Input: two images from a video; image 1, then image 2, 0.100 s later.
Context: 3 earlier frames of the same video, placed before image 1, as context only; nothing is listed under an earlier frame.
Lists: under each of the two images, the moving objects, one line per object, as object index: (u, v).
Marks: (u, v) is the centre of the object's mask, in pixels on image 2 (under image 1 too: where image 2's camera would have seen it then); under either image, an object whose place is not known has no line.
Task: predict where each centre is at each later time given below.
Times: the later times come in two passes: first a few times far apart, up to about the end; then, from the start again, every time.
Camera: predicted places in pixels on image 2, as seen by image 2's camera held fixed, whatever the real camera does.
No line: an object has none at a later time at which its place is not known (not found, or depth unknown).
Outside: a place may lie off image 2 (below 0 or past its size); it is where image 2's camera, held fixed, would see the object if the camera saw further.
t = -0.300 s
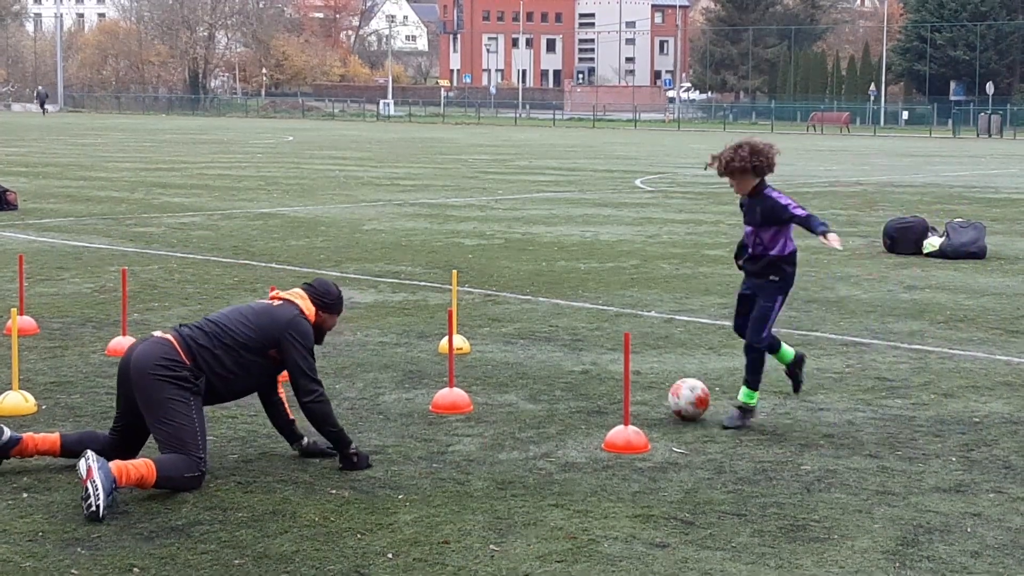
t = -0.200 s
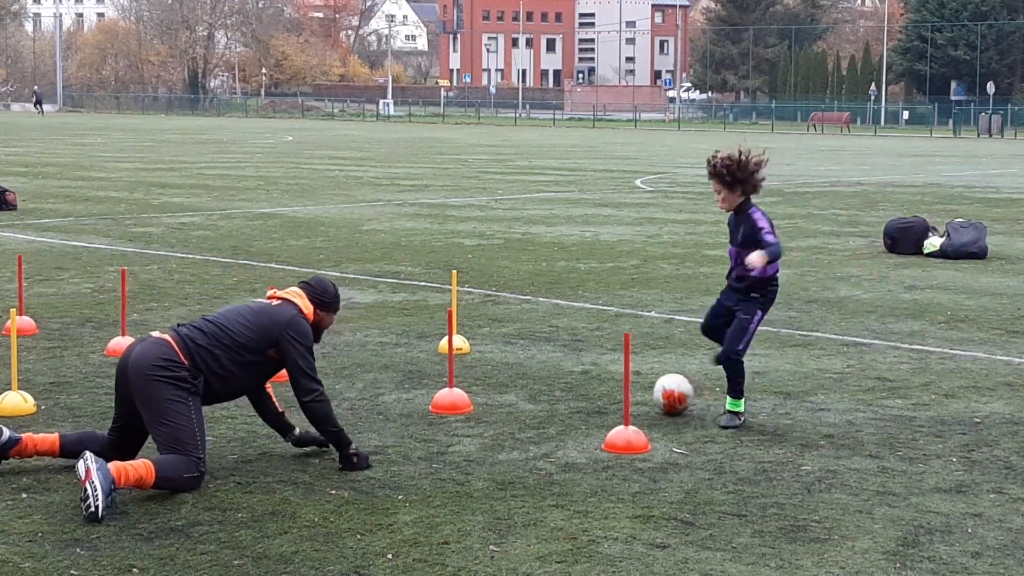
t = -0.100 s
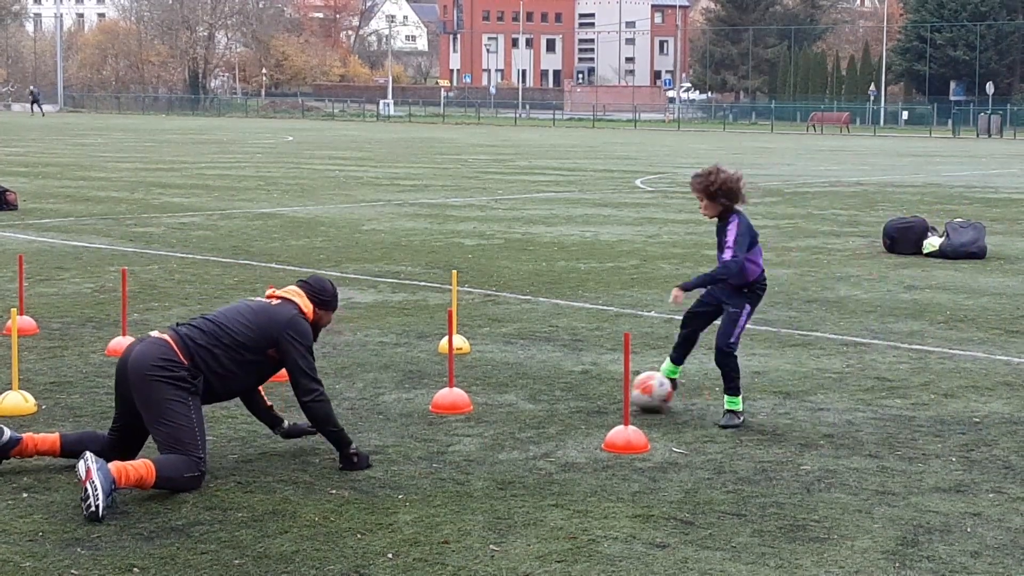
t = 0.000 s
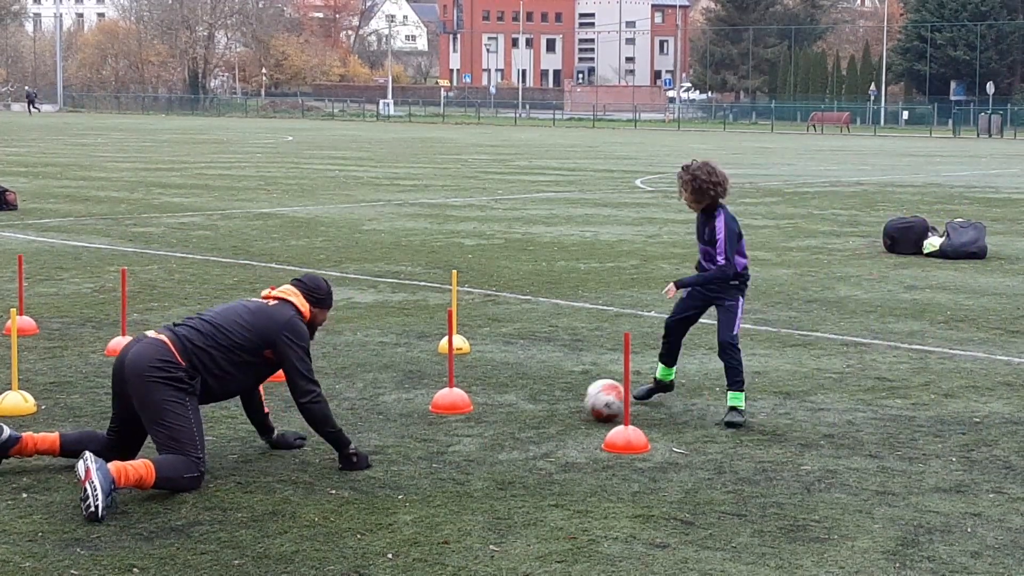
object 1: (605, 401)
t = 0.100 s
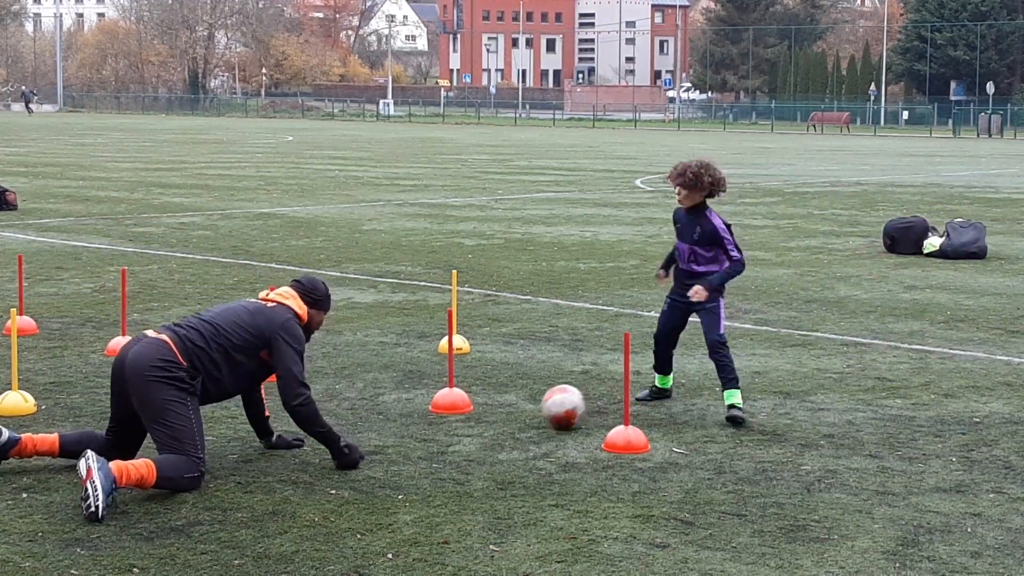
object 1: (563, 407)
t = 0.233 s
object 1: (508, 418)
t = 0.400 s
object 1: (436, 431)
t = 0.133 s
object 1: (550, 410)
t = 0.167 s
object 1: (535, 412)
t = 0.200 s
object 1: (521, 416)
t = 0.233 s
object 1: (508, 418)
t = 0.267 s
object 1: (494, 419)
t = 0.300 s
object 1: (480, 424)
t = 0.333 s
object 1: (465, 426)
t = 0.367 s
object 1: (450, 429)
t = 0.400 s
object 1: (436, 431)
